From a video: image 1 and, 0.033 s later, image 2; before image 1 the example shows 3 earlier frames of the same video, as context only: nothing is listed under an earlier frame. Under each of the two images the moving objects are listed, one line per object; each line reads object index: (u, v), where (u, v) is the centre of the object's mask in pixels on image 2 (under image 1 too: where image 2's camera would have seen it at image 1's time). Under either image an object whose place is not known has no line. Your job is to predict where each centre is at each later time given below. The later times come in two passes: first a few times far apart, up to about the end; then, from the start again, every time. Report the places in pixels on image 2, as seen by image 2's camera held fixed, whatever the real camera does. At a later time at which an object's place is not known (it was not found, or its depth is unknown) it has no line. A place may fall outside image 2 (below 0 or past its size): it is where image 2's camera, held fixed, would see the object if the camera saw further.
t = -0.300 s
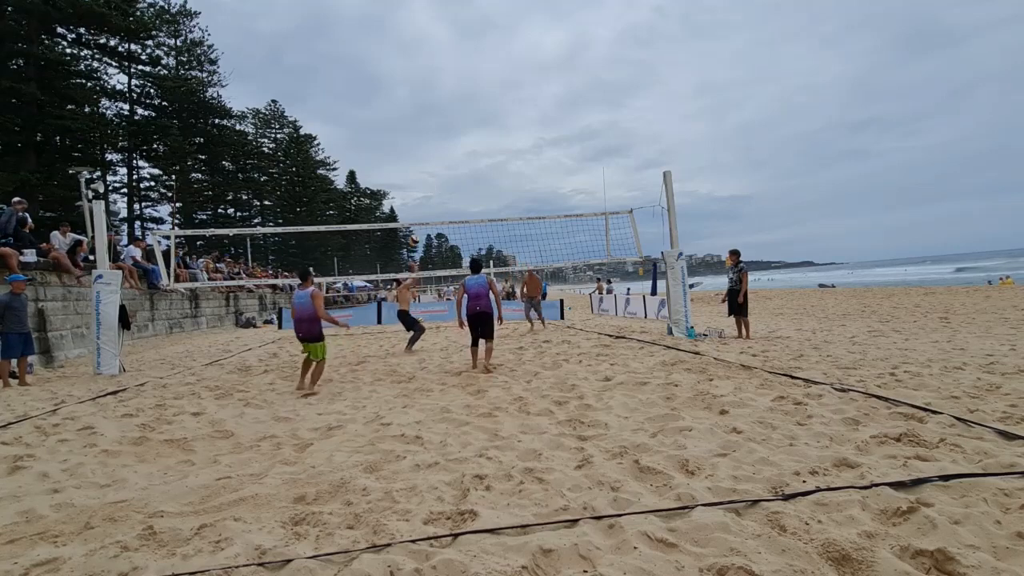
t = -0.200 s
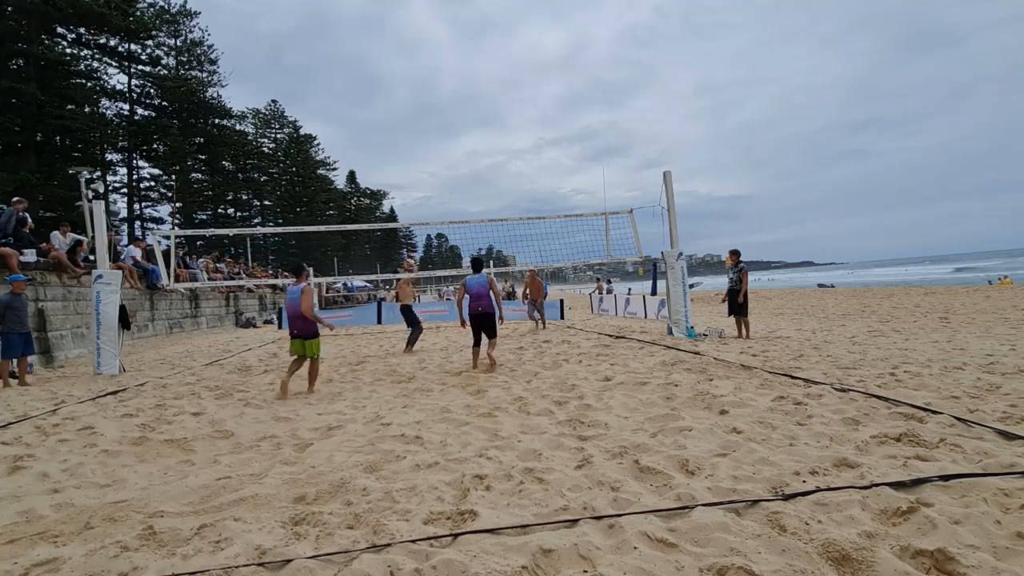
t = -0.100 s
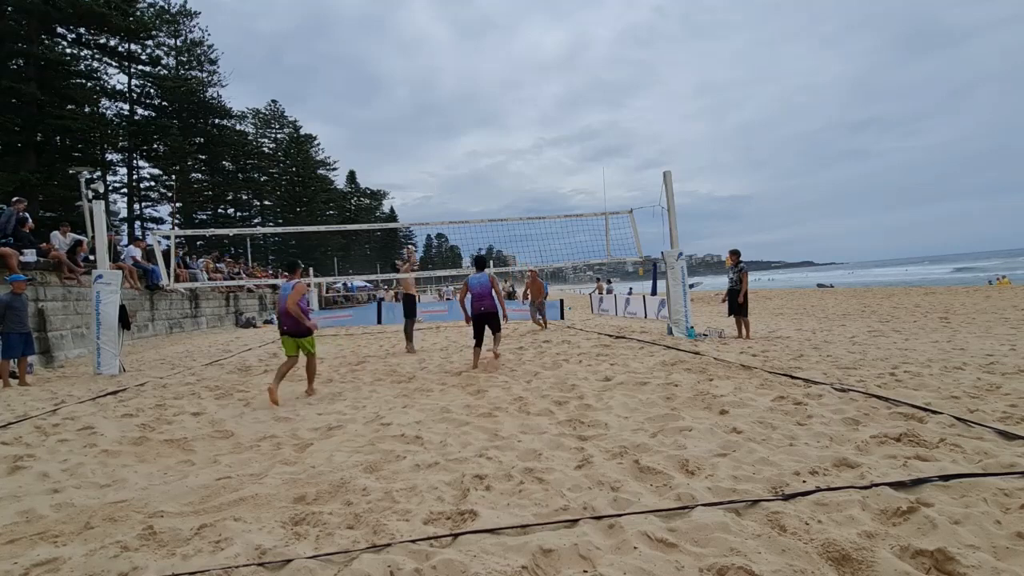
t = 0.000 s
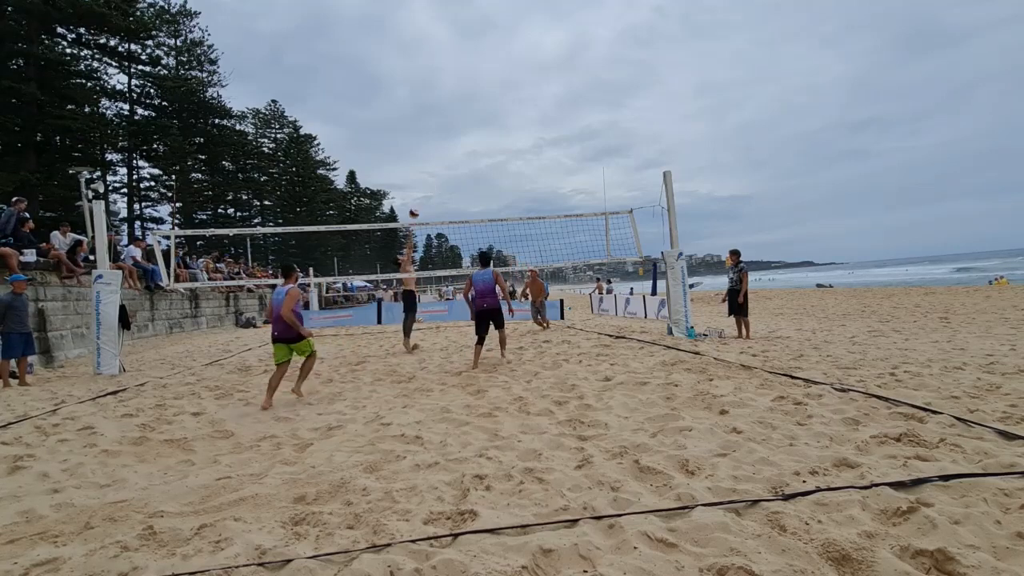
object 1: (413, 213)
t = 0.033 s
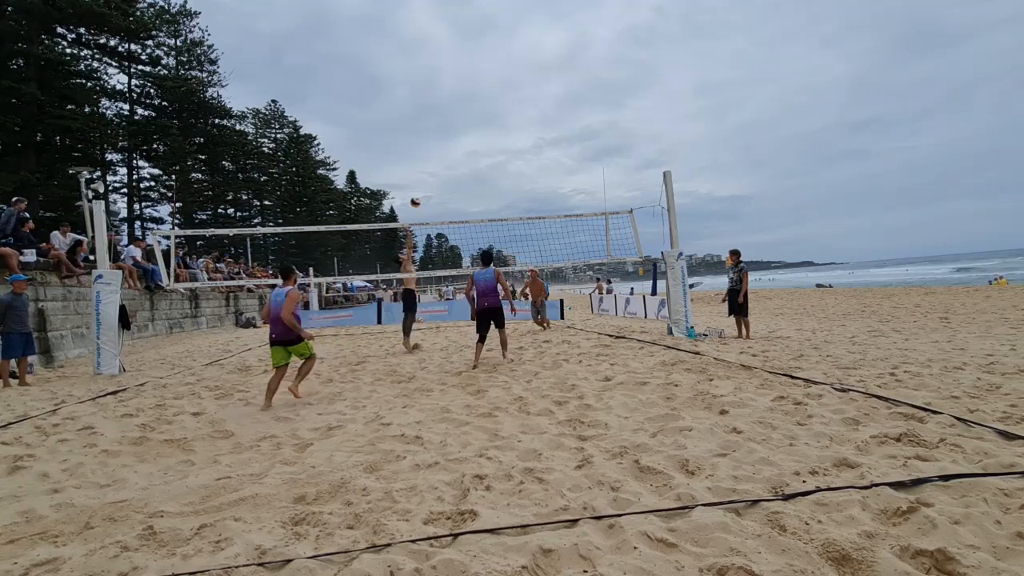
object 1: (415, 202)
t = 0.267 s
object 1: (425, 140)
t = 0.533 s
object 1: (438, 104)
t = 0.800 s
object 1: (453, 104)
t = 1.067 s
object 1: (469, 137)
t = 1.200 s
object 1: (477, 167)
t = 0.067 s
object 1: (416, 191)
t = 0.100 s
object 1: (418, 181)
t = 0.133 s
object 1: (419, 171)
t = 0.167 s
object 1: (421, 163)
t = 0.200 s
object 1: (422, 154)
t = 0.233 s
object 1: (424, 147)
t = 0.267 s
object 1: (425, 140)
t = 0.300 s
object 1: (427, 133)
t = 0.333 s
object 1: (428, 127)
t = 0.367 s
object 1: (430, 122)
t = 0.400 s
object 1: (432, 117)
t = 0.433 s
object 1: (433, 113)
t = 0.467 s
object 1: (435, 110)
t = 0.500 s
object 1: (437, 106)
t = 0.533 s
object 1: (438, 104)
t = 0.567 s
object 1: (440, 102)
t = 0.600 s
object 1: (442, 100)
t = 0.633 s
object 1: (444, 100)
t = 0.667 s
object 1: (445, 99)
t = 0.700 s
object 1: (447, 100)
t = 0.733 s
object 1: (449, 100)
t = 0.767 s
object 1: (451, 102)
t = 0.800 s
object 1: (453, 104)
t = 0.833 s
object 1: (455, 106)
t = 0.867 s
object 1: (456, 109)
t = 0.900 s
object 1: (459, 112)
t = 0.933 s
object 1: (461, 116)
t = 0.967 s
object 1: (462, 121)
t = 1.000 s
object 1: (465, 126)
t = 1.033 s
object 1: (467, 131)
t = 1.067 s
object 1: (469, 137)
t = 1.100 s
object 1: (471, 144)
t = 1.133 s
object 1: (472, 151)
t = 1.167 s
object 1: (474, 159)
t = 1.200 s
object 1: (477, 167)
